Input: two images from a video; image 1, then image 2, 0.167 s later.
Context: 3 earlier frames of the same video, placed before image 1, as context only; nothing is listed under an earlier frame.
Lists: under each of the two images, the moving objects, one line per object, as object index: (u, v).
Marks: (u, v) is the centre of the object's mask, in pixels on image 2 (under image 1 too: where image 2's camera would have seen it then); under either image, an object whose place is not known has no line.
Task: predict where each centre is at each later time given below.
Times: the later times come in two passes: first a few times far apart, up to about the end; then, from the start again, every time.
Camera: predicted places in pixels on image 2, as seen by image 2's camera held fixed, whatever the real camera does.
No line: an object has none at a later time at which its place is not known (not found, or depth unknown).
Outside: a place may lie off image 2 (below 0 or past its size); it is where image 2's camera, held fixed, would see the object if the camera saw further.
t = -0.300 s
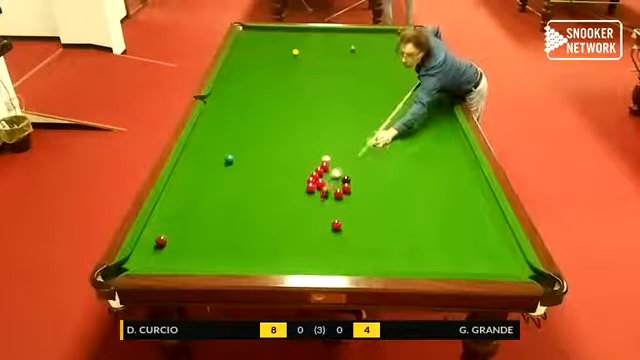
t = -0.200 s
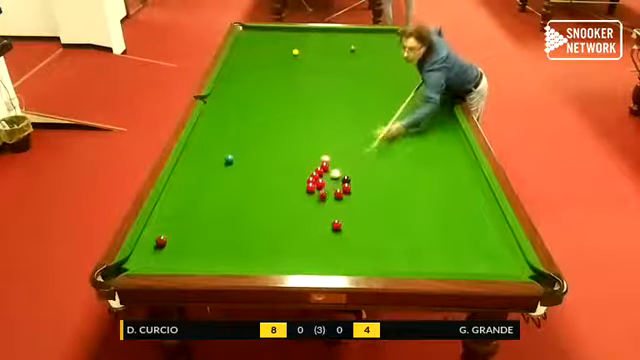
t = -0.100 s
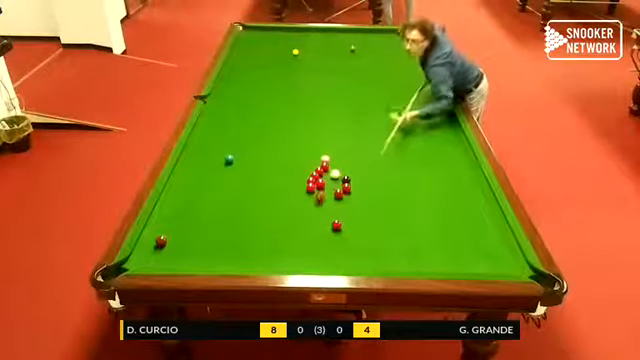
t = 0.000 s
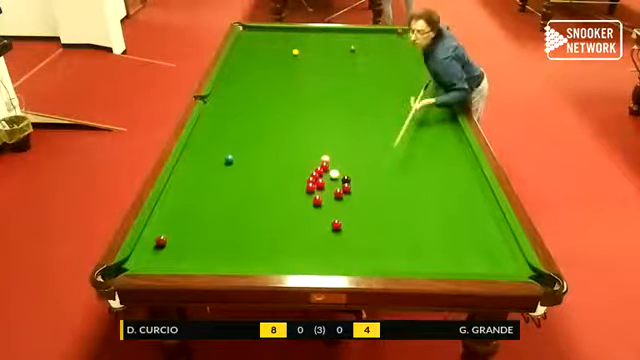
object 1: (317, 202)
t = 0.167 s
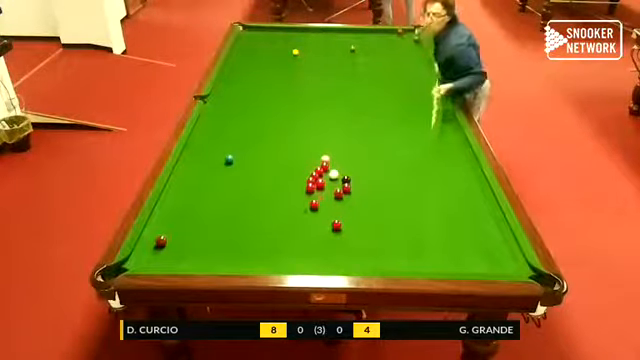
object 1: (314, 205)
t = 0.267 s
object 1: (311, 208)
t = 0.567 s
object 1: (305, 216)
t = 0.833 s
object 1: (299, 223)
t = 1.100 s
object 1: (294, 229)
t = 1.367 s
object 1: (289, 234)
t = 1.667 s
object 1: (285, 239)
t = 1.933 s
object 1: (282, 242)
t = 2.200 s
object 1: (280, 244)
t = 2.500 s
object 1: (278, 247)
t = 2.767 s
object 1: (277, 248)
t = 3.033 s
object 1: (277, 248)
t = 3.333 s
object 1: (277, 248)
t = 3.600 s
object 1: (277, 248)
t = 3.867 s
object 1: (277, 248)
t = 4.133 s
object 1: (277, 248)
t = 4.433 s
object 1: (277, 248)
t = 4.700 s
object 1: (277, 248)
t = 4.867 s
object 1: (276, 248)
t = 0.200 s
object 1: (312, 207)
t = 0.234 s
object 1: (312, 207)
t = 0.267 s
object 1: (311, 208)
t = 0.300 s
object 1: (309, 210)
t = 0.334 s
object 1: (309, 210)
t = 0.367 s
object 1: (309, 211)
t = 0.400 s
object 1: (308, 212)
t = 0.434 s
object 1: (307, 213)
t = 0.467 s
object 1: (306, 214)
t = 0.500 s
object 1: (306, 215)
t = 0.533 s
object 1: (305, 216)
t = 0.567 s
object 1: (305, 216)
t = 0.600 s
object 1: (304, 217)
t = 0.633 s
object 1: (303, 218)
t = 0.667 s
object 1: (303, 218)
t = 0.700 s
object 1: (302, 220)
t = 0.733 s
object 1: (301, 221)
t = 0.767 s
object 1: (300, 221)
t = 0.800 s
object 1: (299, 222)
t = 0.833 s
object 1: (299, 223)
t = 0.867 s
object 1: (298, 223)
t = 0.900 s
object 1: (297, 224)
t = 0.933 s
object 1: (297, 225)
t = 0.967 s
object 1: (296, 226)
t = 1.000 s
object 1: (295, 226)
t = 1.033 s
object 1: (295, 227)
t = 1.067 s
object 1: (294, 228)
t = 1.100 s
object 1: (294, 229)
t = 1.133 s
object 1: (293, 229)
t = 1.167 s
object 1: (292, 230)
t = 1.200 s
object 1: (292, 231)
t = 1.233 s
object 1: (292, 231)
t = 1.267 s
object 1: (291, 232)
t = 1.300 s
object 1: (290, 233)
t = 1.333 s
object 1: (290, 233)
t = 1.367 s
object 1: (289, 234)
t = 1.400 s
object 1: (289, 234)
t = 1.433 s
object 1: (288, 235)
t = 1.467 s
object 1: (288, 235)
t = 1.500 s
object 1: (287, 236)
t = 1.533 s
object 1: (287, 237)
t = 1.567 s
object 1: (286, 237)
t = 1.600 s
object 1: (286, 238)
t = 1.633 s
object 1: (286, 238)
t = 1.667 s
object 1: (285, 239)
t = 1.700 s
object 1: (285, 239)
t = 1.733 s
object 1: (284, 240)
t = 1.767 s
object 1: (284, 240)
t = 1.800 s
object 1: (283, 240)
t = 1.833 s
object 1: (283, 241)
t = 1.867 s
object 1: (283, 241)
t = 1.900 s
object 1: (282, 242)
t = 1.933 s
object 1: (282, 242)
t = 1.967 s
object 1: (282, 243)
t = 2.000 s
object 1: (281, 243)
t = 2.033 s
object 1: (281, 243)
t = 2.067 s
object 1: (280, 244)
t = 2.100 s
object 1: (280, 244)
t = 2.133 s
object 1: (280, 244)
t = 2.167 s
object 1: (280, 244)
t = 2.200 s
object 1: (280, 244)
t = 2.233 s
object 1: (280, 245)
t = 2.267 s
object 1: (279, 245)
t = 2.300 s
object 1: (279, 246)
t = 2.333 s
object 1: (279, 246)
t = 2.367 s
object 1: (278, 246)
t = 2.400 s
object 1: (278, 246)
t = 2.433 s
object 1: (278, 247)
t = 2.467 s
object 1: (278, 247)
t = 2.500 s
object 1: (278, 247)
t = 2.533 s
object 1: (278, 247)
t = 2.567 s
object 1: (278, 247)
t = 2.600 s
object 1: (278, 247)
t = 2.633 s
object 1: (278, 247)
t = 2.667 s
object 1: (277, 248)
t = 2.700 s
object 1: (277, 248)
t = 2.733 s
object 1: (277, 248)
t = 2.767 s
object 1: (277, 248)
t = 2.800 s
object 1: (277, 248)
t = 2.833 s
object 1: (277, 248)
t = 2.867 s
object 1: (277, 248)
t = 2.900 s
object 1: (277, 248)
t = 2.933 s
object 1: (277, 248)
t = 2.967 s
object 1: (277, 248)
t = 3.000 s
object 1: (277, 248)
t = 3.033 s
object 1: (277, 248)
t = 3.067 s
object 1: (277, 248)
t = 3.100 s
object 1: (277, 248)
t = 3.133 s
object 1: (277, 248)
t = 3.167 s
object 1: (277, 248)
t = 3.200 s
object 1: (277, 248)
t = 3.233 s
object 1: (277, 248)
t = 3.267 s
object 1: (277, 248)
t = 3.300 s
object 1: (277, 248)
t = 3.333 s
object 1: (277, 248)
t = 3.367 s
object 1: (277, 248)
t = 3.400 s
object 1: (277, 248)
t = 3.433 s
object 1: (277, 248)
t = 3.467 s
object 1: (277, 248)
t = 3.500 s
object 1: (277, 248)
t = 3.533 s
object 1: (277, 248)
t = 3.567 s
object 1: (277, 248)
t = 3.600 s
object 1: (277, 248)
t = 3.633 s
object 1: (277, 248)
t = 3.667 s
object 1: (277, 248)
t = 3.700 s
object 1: (277, 248)
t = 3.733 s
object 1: (277, 248)
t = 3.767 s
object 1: (277, 248)
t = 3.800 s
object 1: (277, 248)
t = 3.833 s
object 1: (277, 248)
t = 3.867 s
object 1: (277, 248)
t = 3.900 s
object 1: (277, 248)
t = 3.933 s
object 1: (277, 248)
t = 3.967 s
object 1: (277, 248)
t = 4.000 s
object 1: (277, 248)
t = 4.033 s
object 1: (277, 248)
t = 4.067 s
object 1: (277, 248)
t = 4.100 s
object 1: (277, 248)
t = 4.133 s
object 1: (277, 248)
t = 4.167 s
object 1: (277, 248)
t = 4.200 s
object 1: (277, 248)
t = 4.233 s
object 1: (277, 248)
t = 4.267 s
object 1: (277, 248)
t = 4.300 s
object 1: (277, 248)
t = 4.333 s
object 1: (277, 248)
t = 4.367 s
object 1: (277, 248)
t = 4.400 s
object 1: (277, 248)
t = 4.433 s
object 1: (277, 248)
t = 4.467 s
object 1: (277, 248)
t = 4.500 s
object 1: (277, 248)
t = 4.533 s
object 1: (277, 248)
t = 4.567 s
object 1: (277, 248)
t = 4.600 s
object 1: (277, 248)
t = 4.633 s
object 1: (277, 248)
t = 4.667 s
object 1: (277, 248)
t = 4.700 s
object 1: (277, 248)
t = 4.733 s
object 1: (277, 248)
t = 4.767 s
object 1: (277, 248)
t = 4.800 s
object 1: (277, 248)
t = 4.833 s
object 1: (276, 249)
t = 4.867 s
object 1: (276, 248)
